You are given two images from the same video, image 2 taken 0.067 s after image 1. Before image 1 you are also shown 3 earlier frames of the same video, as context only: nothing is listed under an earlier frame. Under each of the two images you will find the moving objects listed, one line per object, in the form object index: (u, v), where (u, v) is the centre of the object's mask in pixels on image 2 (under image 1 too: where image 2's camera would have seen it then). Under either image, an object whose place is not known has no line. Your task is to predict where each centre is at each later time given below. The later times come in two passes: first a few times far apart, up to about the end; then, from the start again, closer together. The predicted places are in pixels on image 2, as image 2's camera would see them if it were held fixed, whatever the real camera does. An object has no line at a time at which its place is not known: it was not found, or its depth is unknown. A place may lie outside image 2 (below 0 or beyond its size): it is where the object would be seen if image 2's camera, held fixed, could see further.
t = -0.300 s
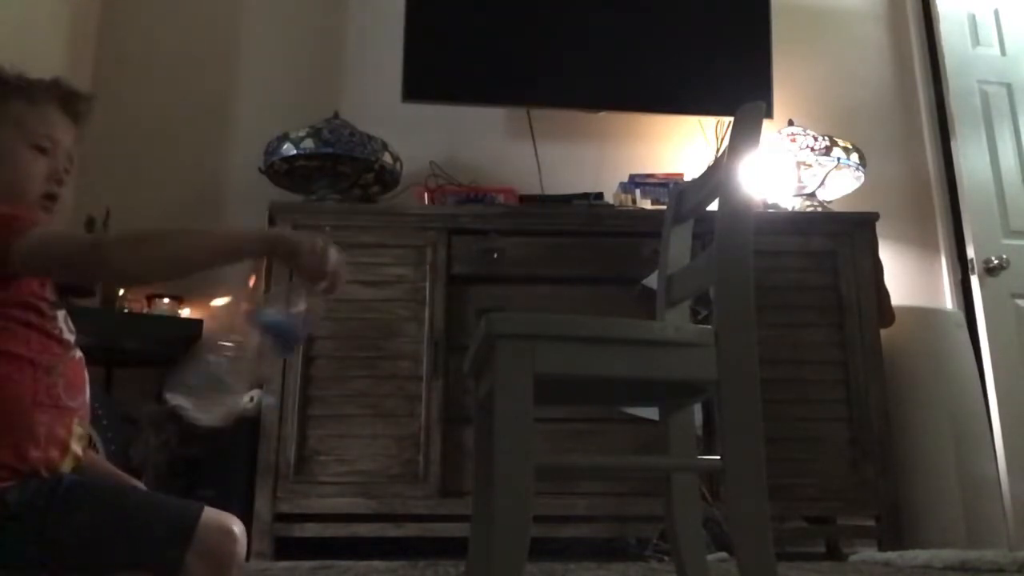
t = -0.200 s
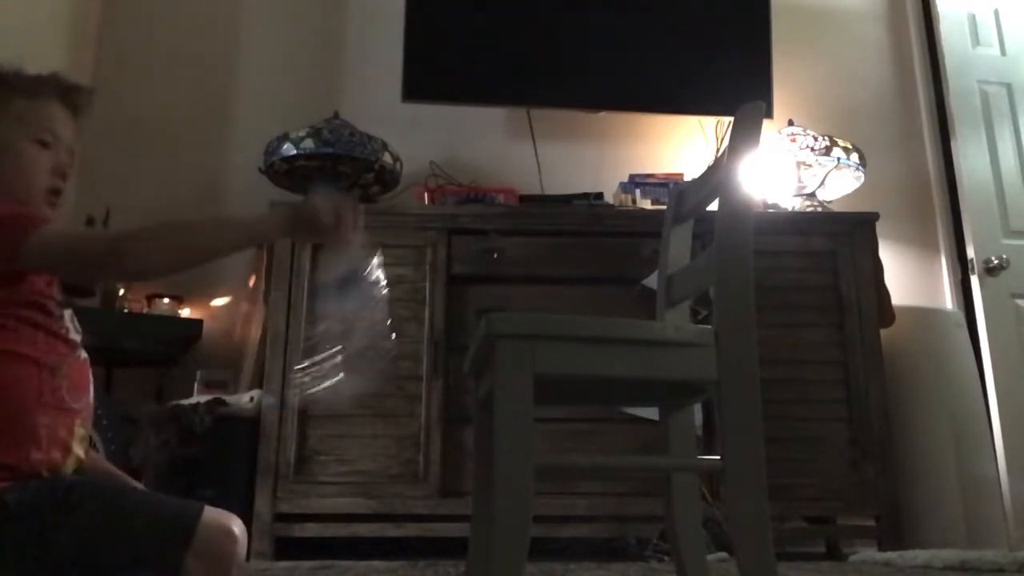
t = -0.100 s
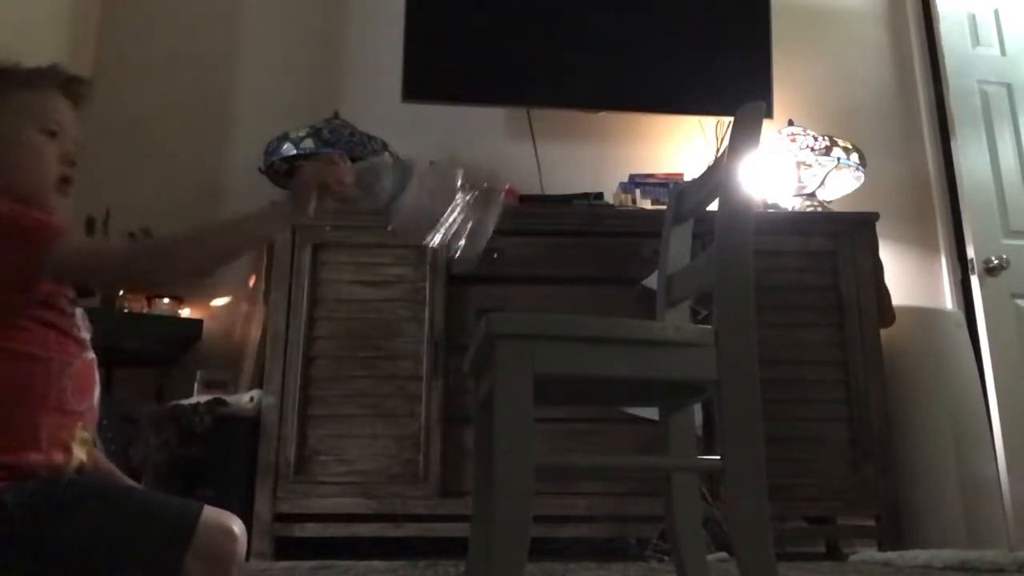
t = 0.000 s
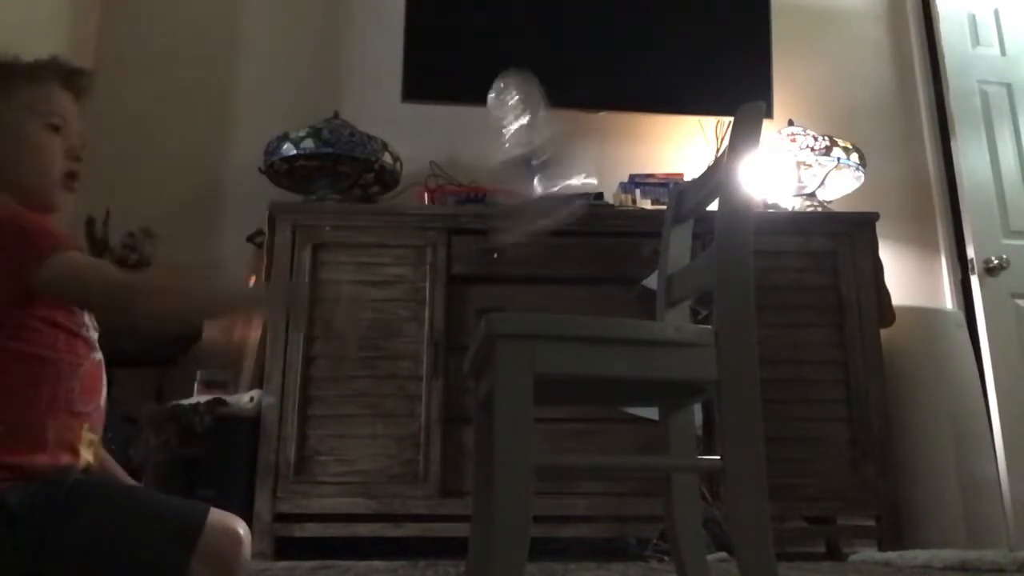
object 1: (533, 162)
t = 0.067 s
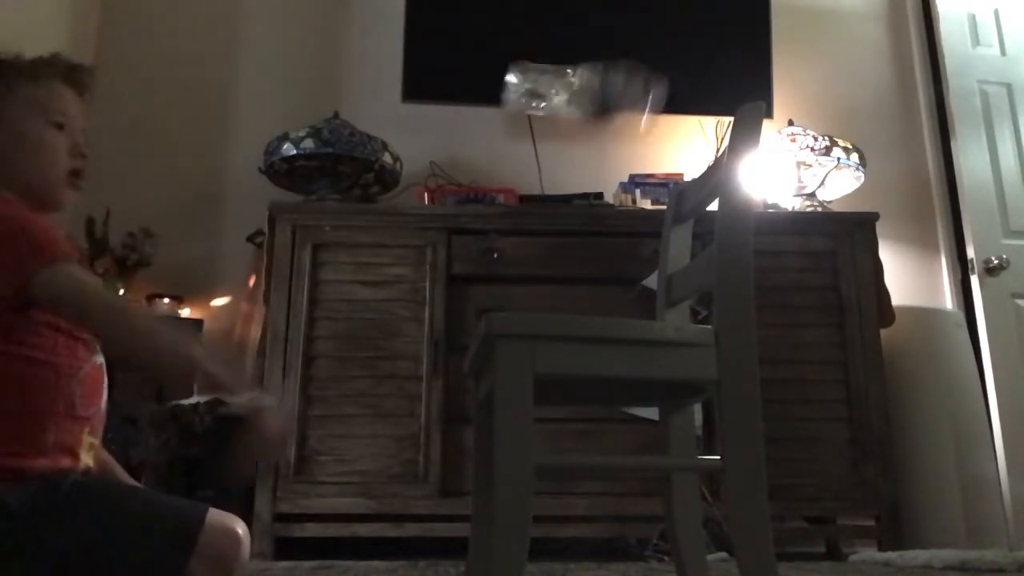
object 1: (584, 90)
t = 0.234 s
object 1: (627, 167)
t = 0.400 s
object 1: (625, 259)
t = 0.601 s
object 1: (563, 302)
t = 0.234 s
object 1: (627, 167)
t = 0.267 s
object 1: (638, 210)
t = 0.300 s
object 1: (653, 247)
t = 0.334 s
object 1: (657, 263)
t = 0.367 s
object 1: (643, 260)
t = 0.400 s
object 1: (625, 259)
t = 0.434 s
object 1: (612, 260)
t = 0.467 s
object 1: (600, 264)
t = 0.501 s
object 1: (583, 273)
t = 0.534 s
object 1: (567, 288)
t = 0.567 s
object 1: (566, 301)
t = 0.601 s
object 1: (563, 302)
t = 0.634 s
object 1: (560, 303)
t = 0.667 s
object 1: (555, 303)
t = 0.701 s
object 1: (548, 304)
